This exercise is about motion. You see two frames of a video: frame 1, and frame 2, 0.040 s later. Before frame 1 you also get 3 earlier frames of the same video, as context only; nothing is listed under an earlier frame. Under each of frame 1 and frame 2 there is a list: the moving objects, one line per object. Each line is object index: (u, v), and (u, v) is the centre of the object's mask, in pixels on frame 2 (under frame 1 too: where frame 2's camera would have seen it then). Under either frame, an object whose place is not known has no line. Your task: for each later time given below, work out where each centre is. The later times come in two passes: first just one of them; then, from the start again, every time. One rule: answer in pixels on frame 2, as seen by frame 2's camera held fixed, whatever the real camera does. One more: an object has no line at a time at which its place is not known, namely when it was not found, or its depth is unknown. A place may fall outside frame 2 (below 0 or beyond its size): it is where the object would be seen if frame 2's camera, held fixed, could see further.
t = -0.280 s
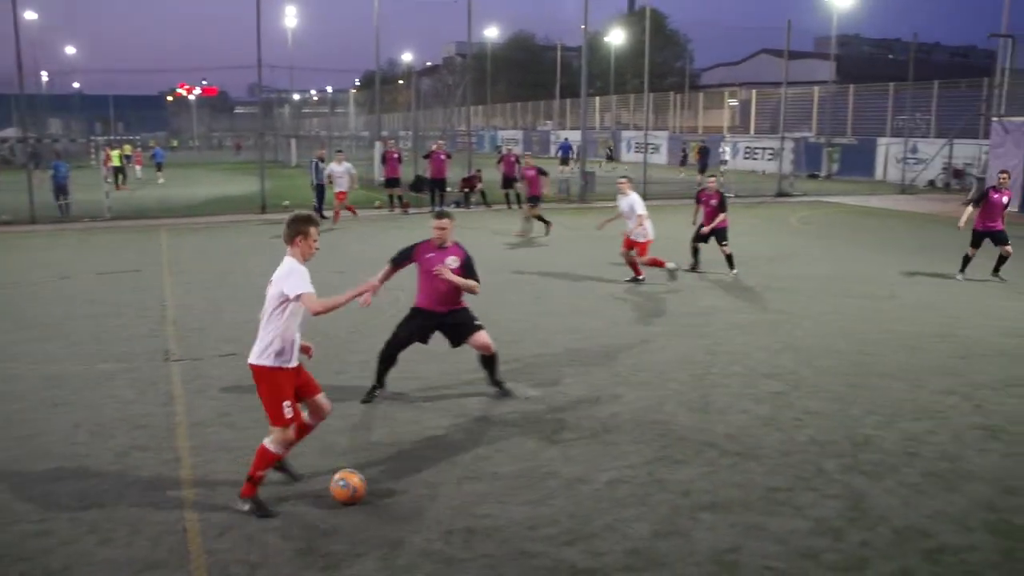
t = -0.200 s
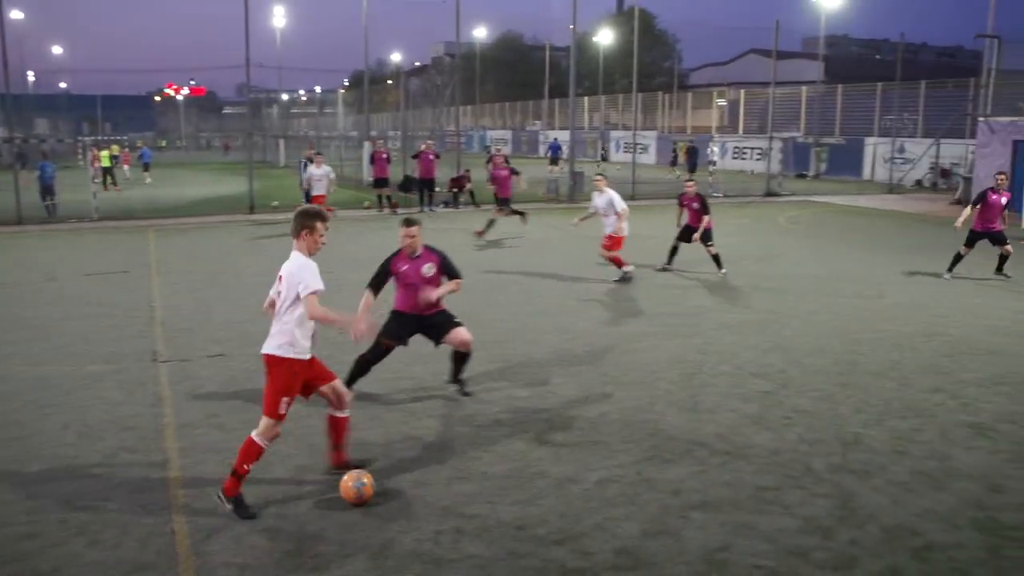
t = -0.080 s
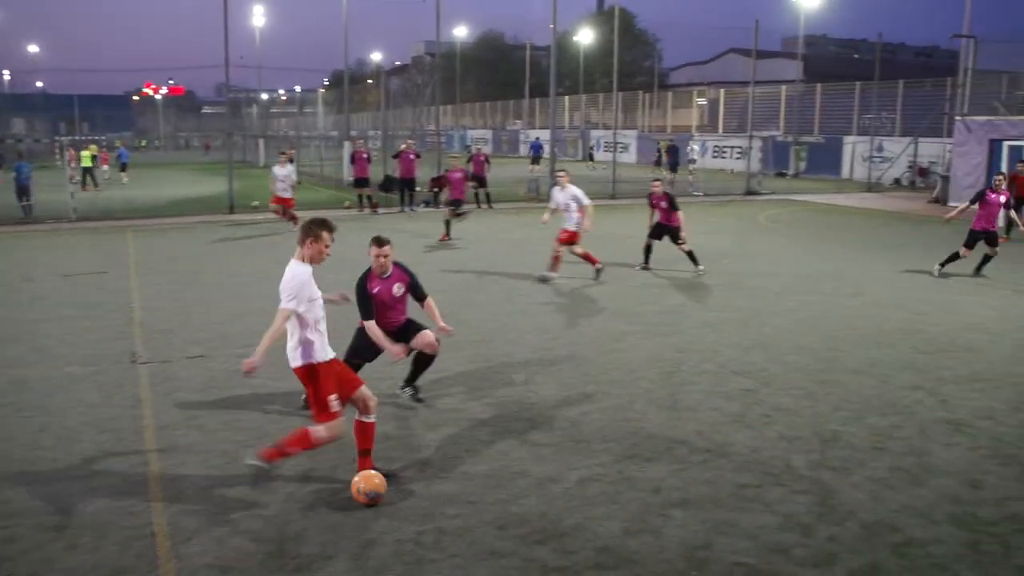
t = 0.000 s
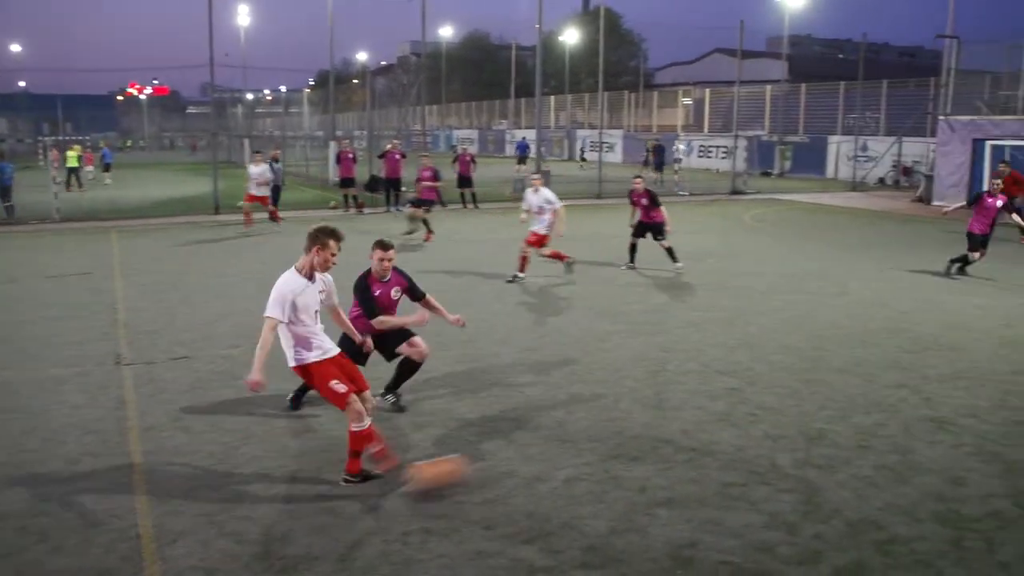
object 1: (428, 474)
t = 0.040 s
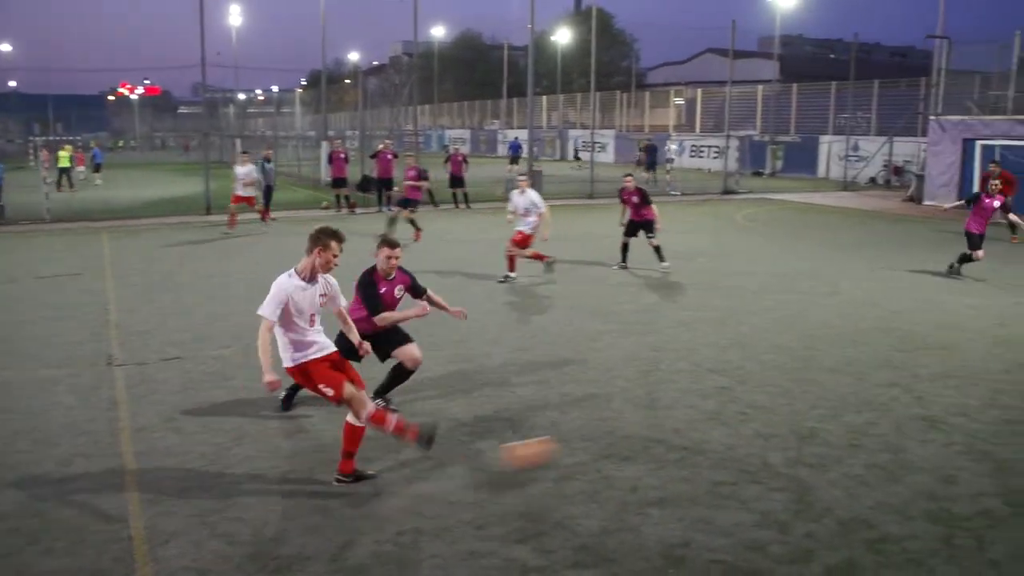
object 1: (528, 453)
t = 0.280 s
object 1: (978, 404)
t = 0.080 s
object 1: (621, 438)
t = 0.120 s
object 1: (709, 426)
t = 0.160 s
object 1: (785, 416)
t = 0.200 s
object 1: (854, 409)
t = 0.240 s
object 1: (918, 405)
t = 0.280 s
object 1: (978, 404)
